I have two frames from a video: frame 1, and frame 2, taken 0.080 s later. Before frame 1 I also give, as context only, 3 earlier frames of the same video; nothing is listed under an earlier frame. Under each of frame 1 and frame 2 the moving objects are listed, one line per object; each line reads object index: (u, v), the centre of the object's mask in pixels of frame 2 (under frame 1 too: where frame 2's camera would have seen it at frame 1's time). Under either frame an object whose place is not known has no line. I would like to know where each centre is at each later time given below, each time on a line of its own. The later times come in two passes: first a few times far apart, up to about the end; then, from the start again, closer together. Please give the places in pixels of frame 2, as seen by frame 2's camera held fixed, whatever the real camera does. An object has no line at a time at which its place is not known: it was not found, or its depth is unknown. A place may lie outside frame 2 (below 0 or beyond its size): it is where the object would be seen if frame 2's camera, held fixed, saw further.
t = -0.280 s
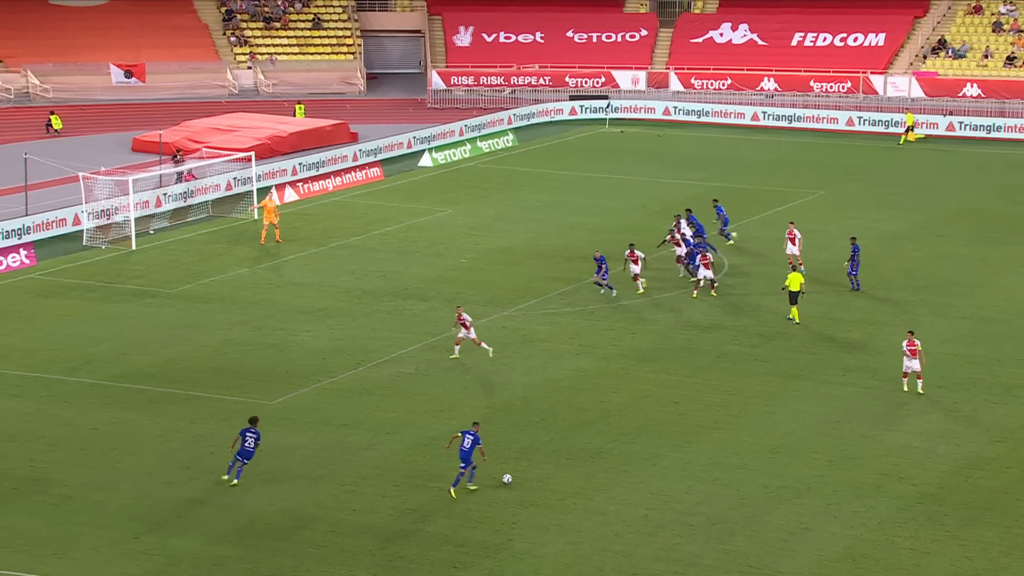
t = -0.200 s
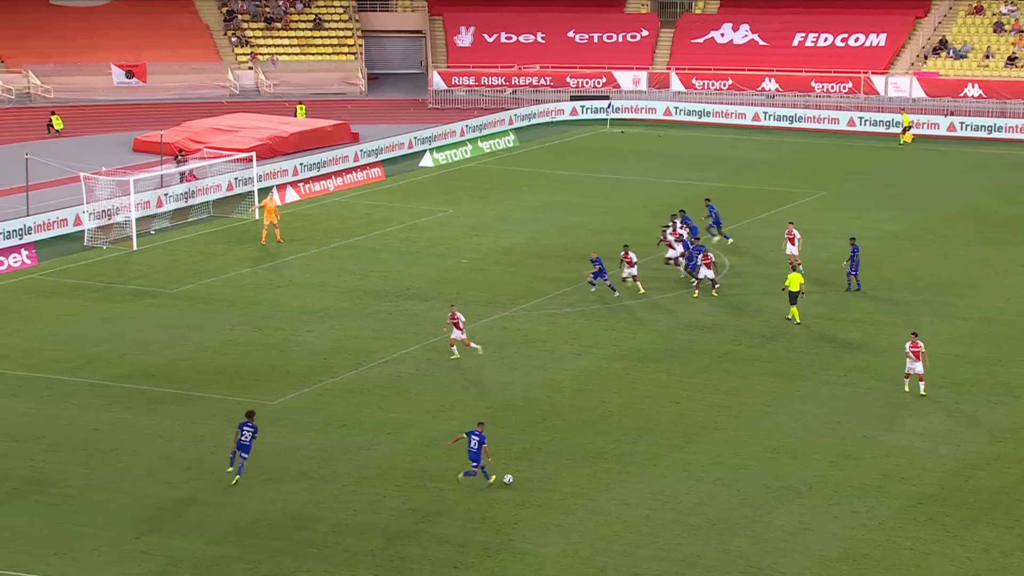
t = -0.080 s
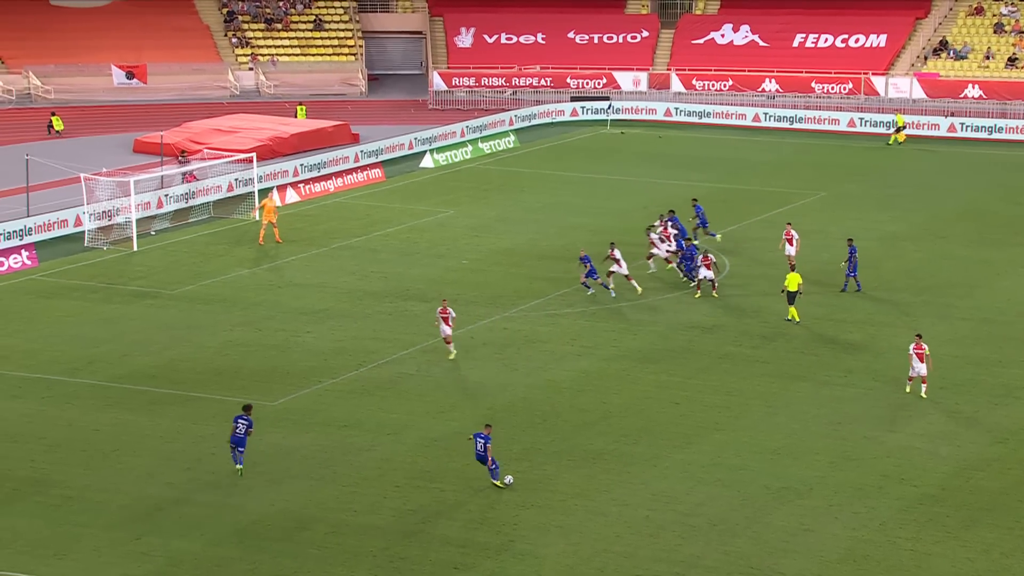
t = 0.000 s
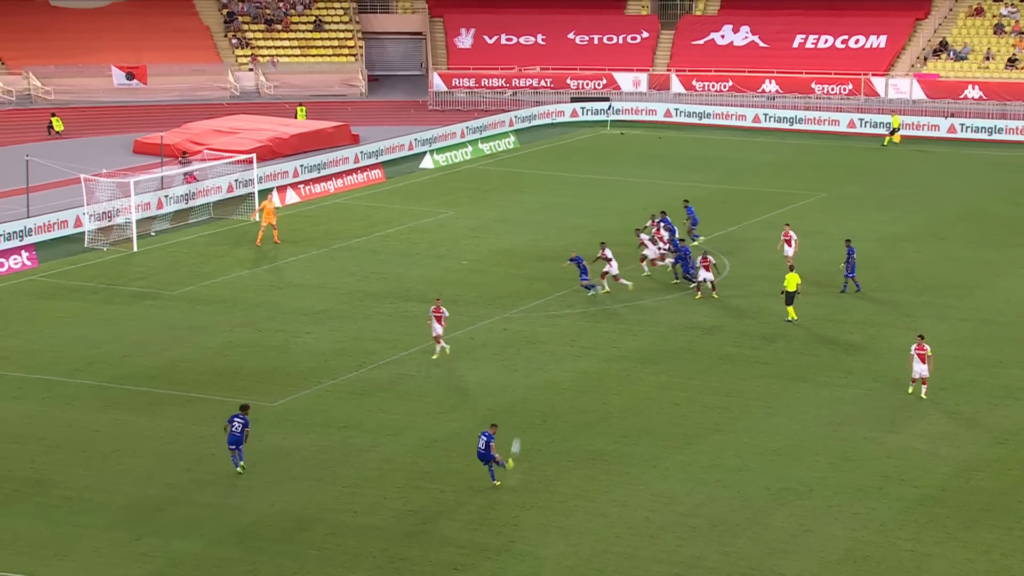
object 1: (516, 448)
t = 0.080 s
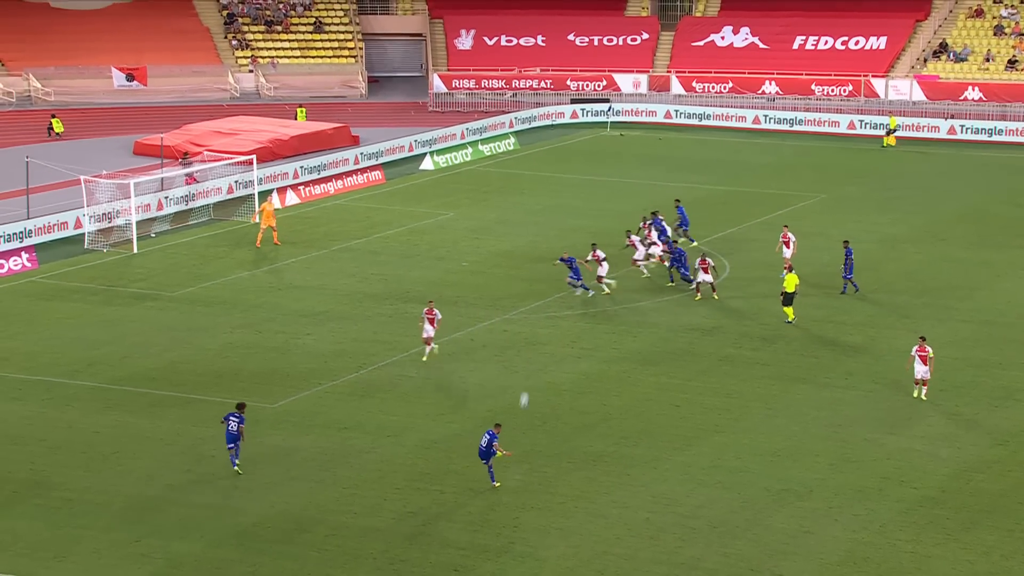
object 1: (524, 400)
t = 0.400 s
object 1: (530, 265)
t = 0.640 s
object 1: (519, 209)
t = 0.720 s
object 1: (513, 197)
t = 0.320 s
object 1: (532, 291)
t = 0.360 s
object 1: (531, 277)
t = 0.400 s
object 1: (530, 265)
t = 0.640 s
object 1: (519, 209)
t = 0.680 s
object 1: (516, 203)
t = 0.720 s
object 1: (513, 197)
